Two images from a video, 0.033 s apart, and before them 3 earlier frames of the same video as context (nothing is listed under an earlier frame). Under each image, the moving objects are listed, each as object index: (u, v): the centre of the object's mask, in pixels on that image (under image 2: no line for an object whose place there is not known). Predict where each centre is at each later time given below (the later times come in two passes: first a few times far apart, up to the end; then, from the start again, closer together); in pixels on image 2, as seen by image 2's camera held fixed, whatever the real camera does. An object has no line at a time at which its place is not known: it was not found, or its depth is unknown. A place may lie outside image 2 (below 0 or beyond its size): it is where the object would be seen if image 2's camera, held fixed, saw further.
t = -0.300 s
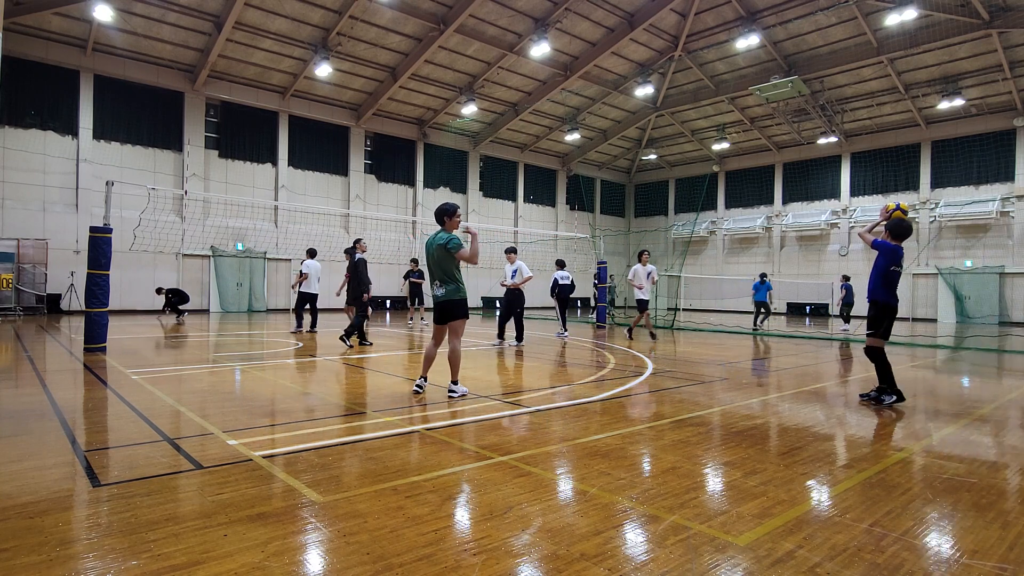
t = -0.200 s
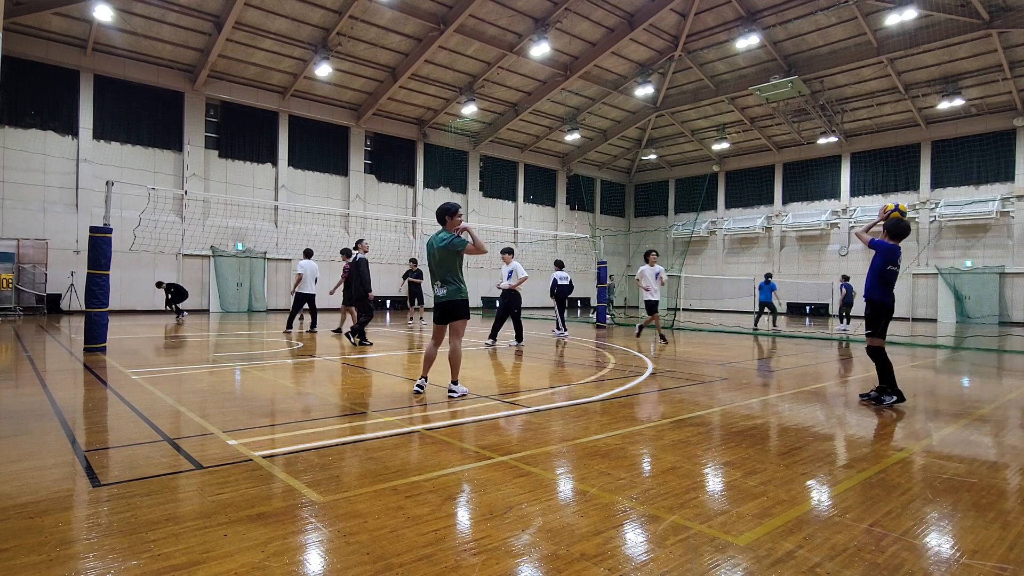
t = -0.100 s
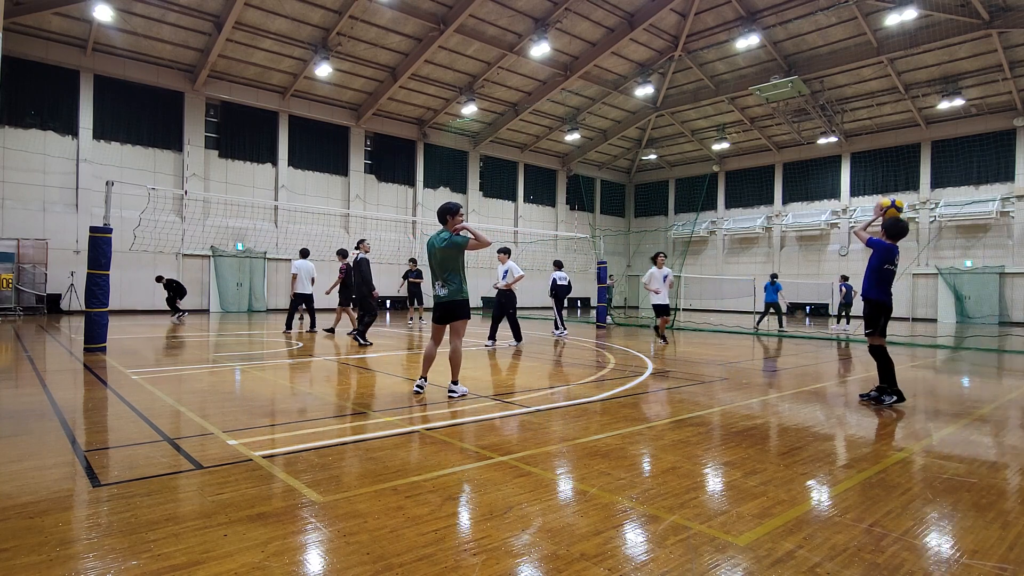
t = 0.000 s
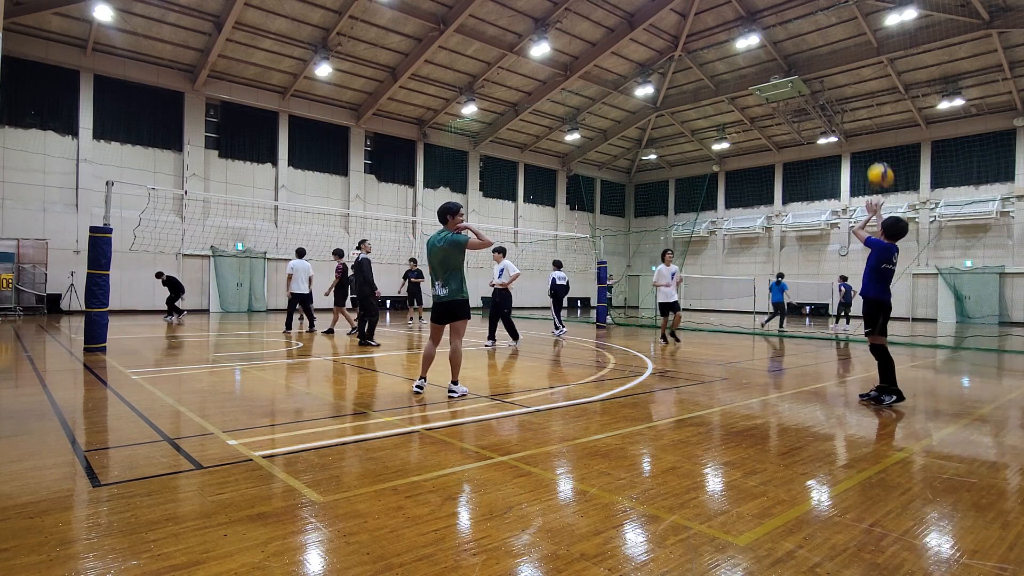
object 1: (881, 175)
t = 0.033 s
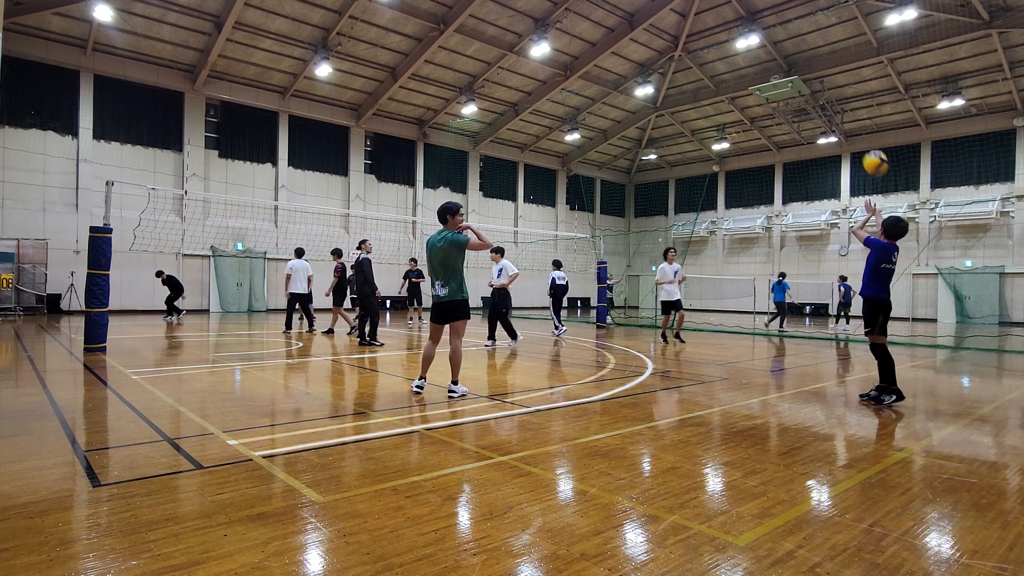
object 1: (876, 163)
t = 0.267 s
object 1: (845, 113)
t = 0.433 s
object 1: (827, 109)
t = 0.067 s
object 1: (871, 152)
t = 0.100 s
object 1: (866, 142)
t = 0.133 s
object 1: (861, 134)
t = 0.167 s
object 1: (856, 126)
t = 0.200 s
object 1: (852, 120)
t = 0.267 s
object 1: (845, 113)
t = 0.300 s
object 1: (841, 110)
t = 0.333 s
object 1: (837, 109)
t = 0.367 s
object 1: (834, 107)
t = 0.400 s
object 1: (830, 109)
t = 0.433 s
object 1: (827, 109)
